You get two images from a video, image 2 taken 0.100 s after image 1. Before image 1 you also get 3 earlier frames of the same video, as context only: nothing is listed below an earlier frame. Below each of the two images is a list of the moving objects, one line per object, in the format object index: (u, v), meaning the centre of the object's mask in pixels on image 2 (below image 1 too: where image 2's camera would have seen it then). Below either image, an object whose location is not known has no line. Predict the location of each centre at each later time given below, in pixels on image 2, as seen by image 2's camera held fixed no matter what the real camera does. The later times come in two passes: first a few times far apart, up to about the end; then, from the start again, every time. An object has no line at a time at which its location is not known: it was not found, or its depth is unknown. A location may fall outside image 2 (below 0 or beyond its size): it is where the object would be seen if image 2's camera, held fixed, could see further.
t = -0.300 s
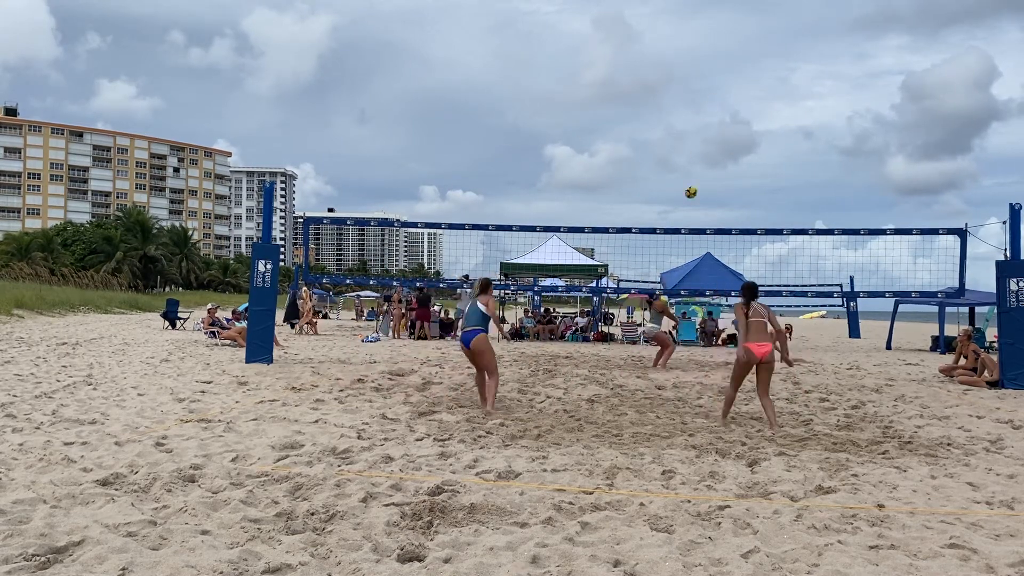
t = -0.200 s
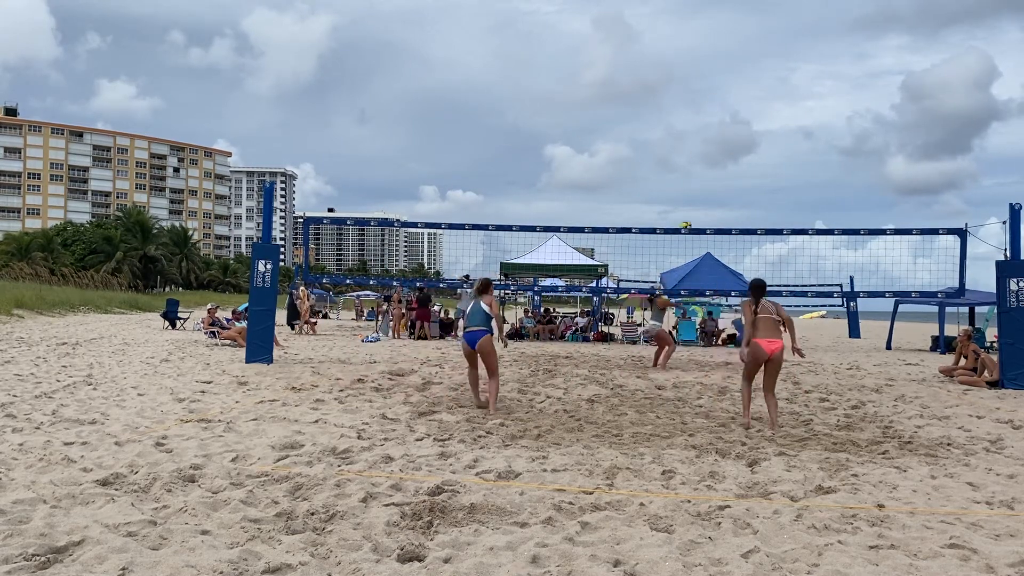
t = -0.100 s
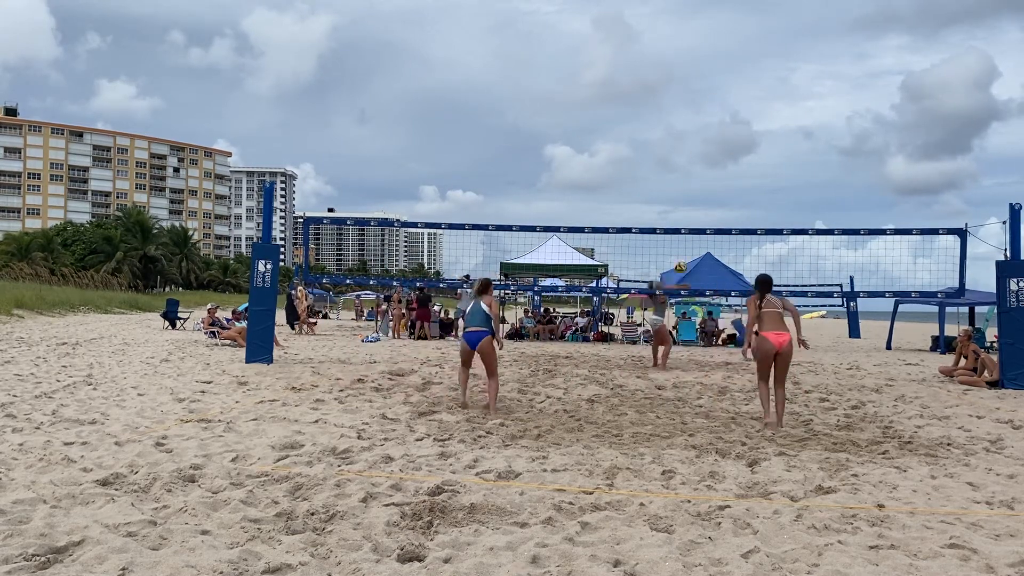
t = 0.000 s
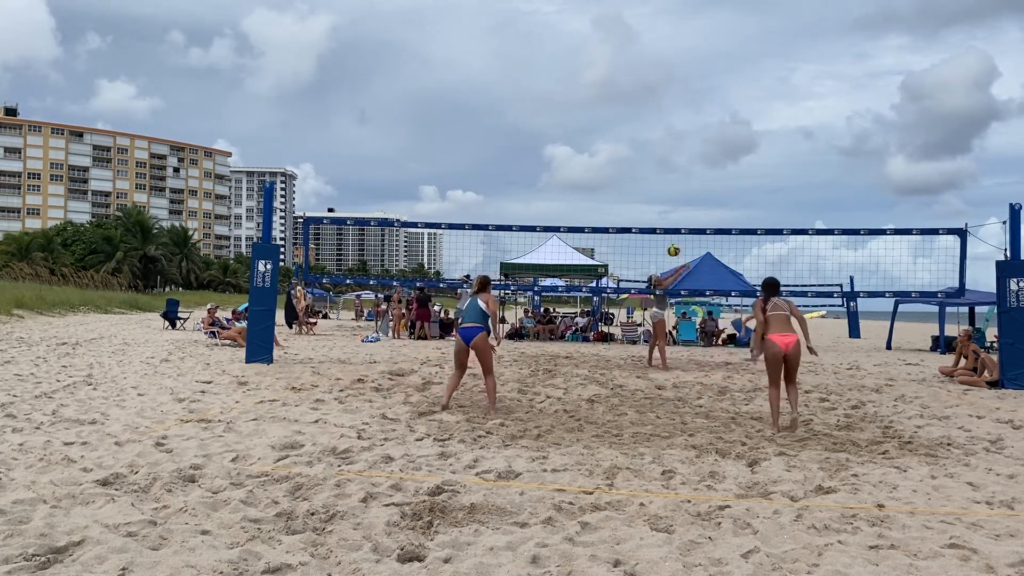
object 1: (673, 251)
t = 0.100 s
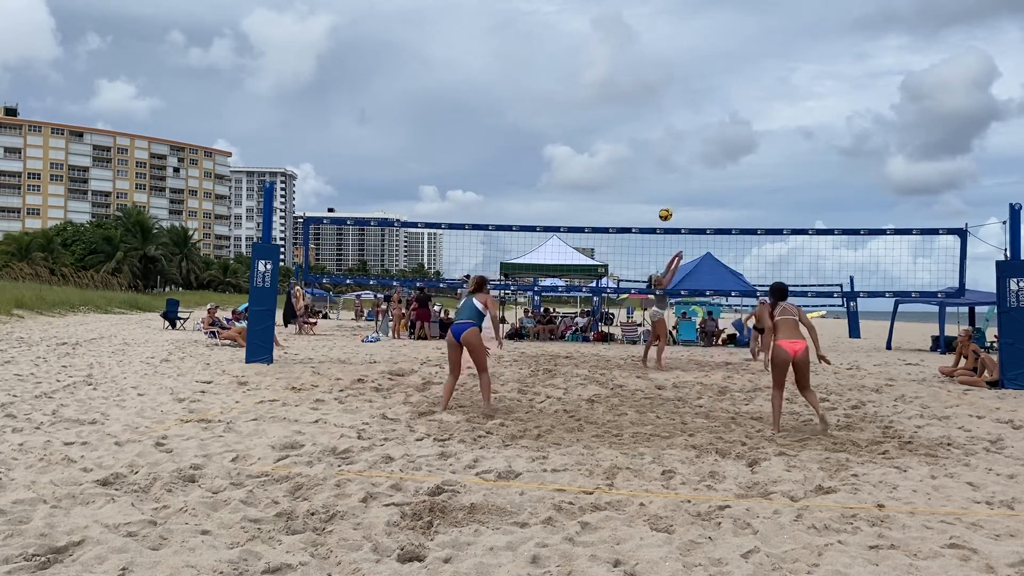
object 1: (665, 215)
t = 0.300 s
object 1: (646, 156)
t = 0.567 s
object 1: (615, 108)
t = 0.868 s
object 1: (568, 116)
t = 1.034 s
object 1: (536, 161)
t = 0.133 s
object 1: (662, 204)
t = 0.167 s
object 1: (659, 193)
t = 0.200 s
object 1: (656, 183)
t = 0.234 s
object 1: (653, 174)
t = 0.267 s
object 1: (650, 164)
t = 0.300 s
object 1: (646, 156)
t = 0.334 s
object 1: (643, 147)
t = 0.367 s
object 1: (640, 140)
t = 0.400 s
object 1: (636, 133)
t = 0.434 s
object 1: (632, 126)
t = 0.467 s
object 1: (628, 121)
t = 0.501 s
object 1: (624, 116)
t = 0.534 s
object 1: (620, 112)
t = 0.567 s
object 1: (615, 108)
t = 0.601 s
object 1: (611, 105)
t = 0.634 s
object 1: (606, 103)
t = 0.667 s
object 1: (601, 102)
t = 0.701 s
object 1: (596, 102)
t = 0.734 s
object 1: (591, 103)
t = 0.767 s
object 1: (586, 105)
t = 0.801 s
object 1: (580, 107)
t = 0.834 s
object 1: (574, 111)
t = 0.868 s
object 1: (568, 116)
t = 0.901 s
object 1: (562, 122)
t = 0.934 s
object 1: (556, 130)
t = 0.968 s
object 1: (550, 139)
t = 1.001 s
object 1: (543, 150)
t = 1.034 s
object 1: (536, 161)
